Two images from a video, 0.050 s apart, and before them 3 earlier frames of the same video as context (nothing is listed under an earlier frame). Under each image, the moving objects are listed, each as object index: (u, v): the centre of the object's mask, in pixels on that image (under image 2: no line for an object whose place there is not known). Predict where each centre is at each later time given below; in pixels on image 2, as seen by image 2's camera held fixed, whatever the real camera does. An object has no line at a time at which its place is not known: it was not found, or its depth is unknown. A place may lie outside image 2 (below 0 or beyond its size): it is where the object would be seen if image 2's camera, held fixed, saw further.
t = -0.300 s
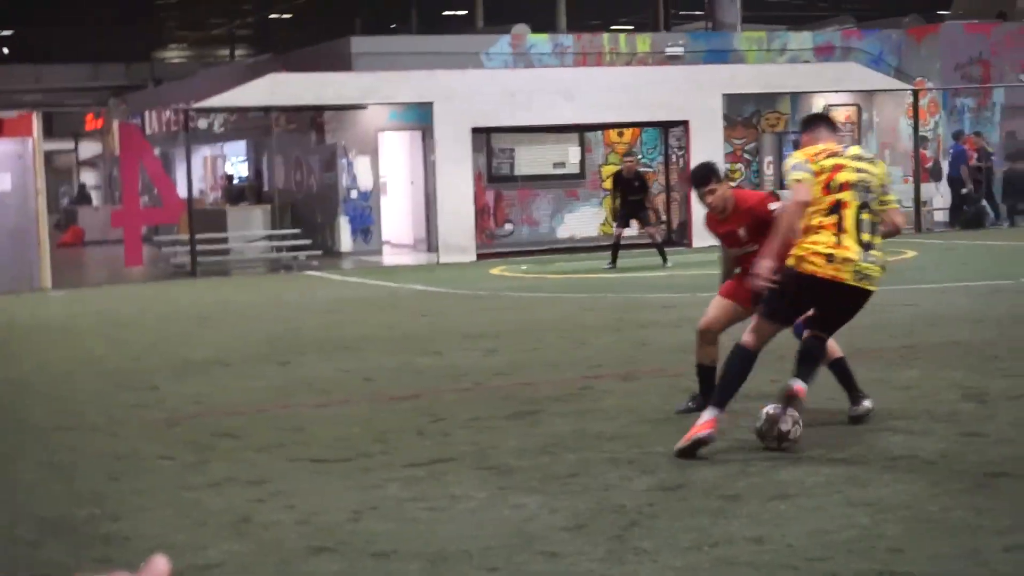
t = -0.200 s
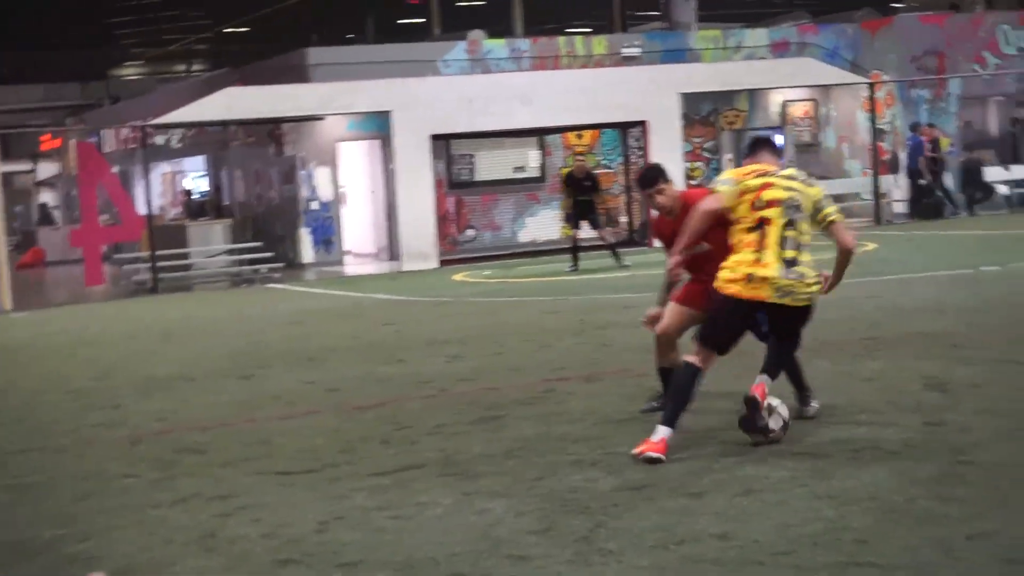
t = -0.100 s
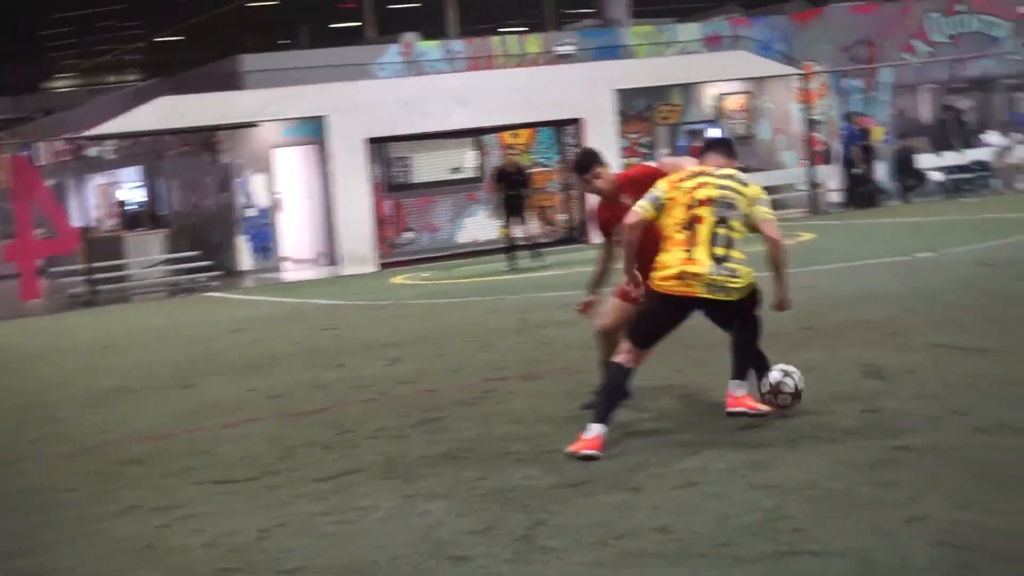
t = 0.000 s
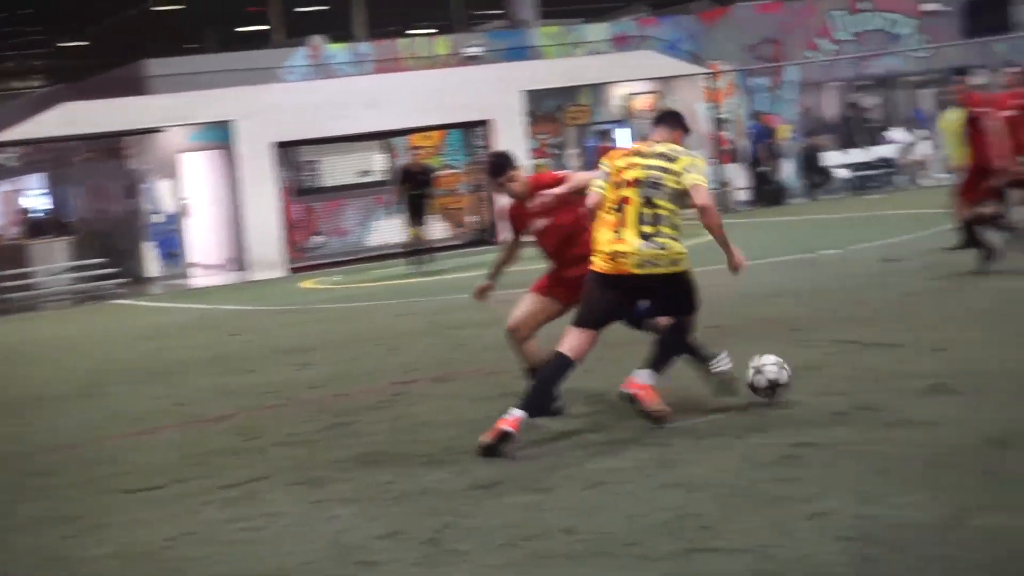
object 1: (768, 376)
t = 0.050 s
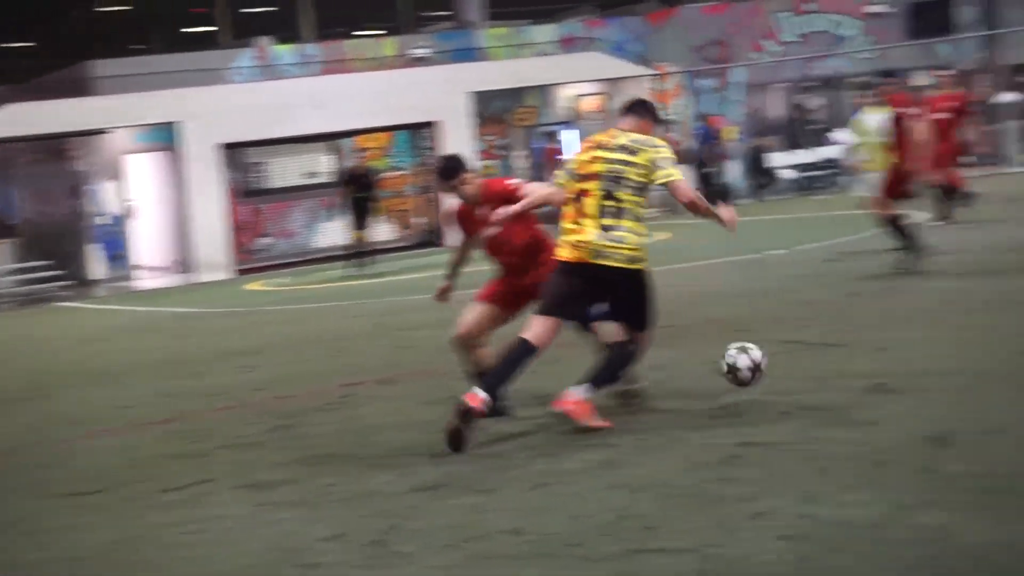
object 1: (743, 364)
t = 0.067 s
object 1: (755, 362)
